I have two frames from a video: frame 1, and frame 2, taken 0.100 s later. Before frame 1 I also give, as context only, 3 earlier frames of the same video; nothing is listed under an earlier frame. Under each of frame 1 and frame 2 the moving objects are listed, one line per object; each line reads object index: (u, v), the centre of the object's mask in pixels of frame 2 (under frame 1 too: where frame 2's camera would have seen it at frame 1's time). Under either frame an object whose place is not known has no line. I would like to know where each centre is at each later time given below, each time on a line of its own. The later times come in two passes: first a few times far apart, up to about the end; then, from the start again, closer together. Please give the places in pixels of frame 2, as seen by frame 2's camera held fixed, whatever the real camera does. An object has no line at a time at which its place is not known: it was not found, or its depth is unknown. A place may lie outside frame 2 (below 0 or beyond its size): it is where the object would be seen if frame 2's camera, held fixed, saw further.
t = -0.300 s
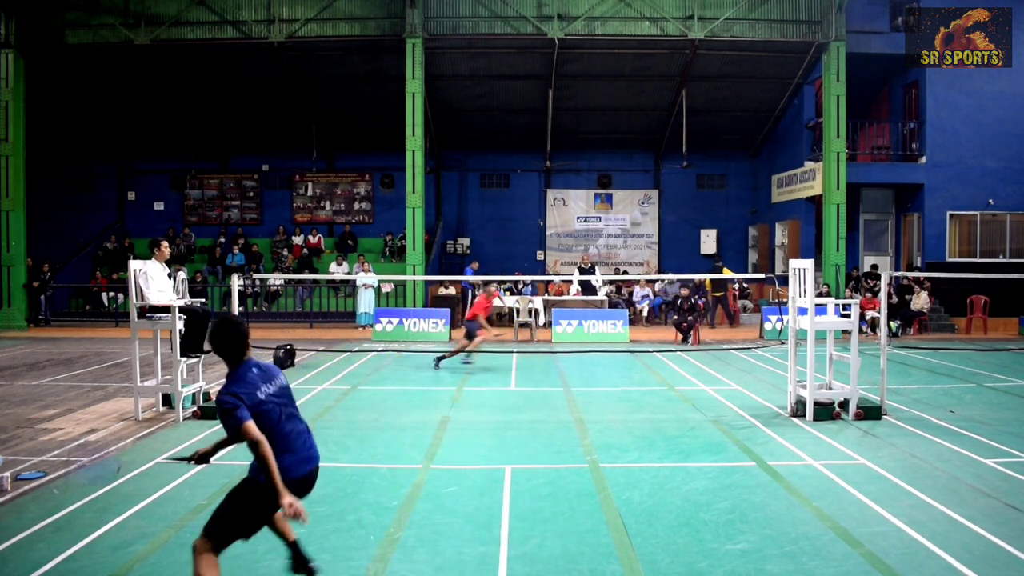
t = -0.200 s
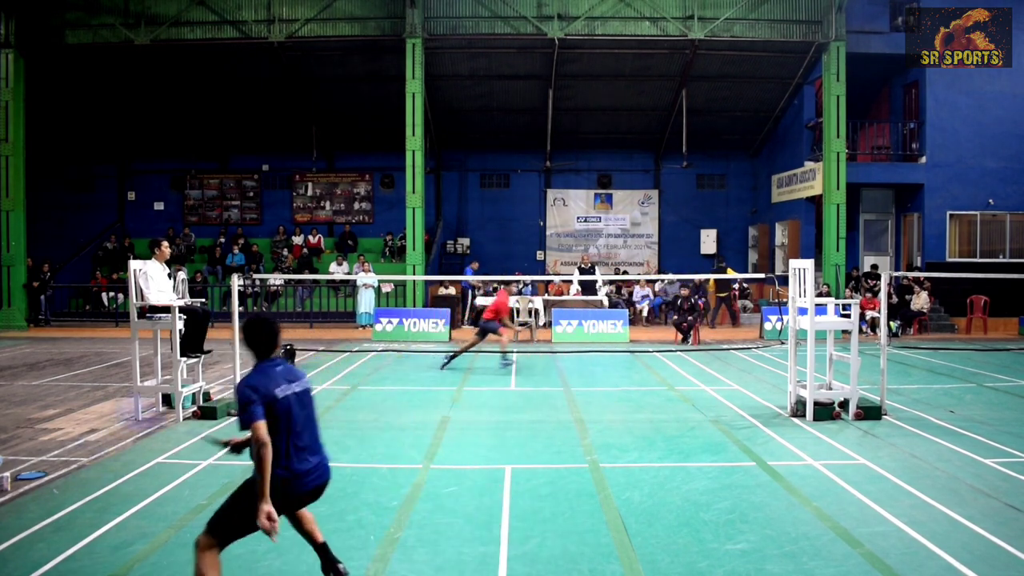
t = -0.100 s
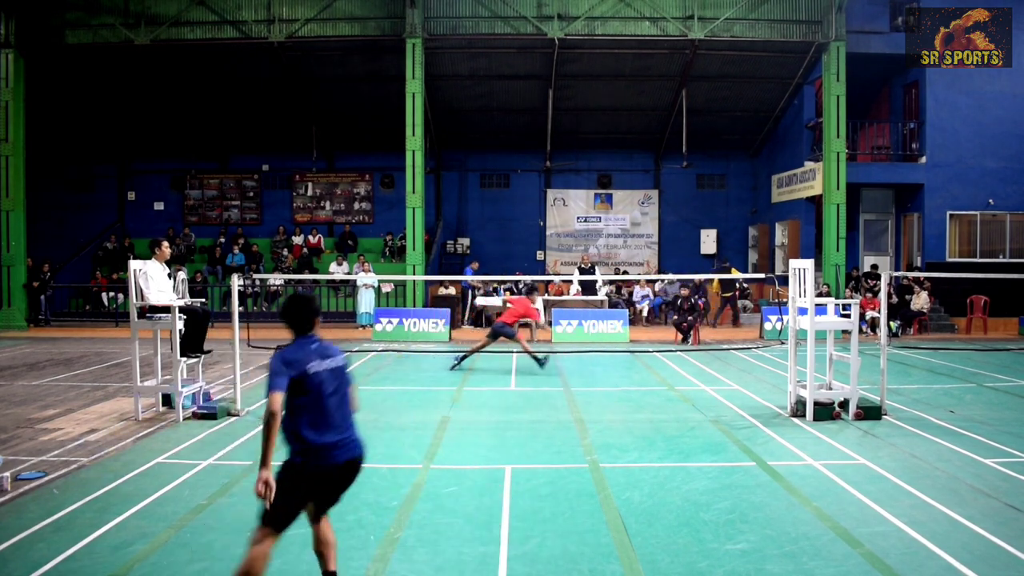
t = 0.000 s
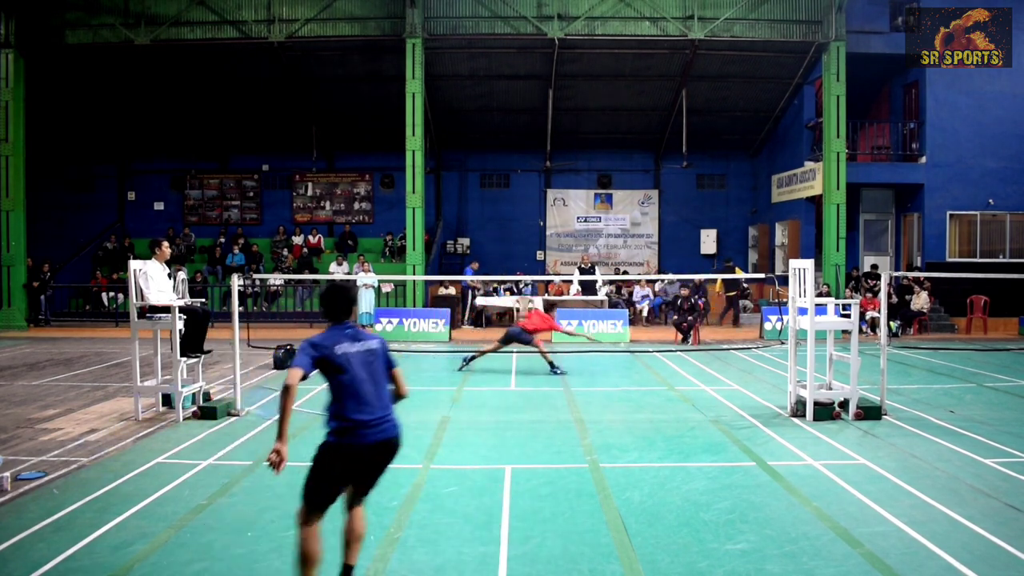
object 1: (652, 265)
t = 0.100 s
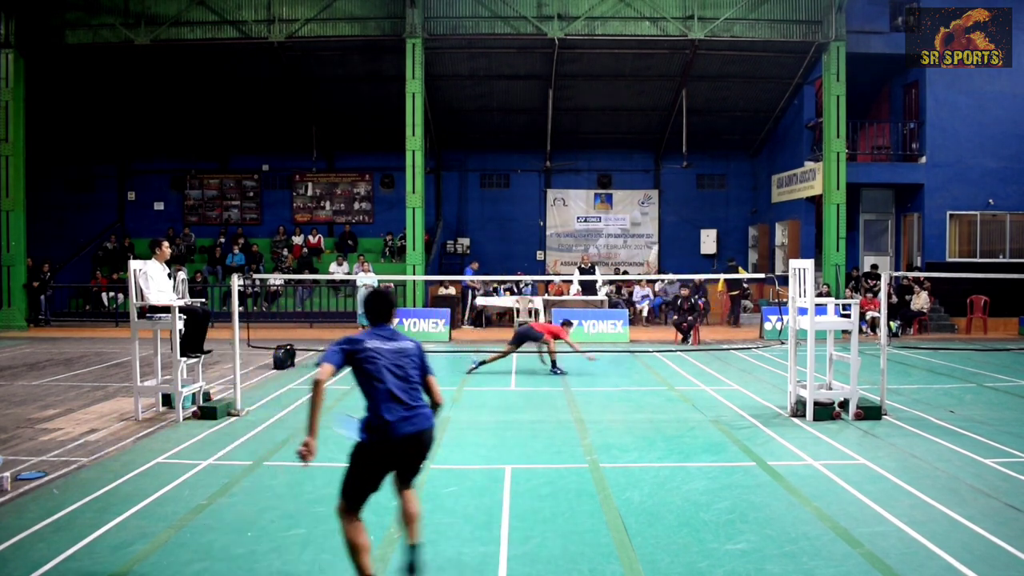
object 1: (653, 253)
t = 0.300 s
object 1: (705, 132)
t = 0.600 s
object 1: (779, 33)
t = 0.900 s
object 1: (860, 56)
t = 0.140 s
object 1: (665, 224)
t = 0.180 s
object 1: (675, 199)
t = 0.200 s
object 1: (680, 187)
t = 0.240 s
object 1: (690, 163)
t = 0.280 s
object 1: (700, 143)
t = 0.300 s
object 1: (705, 132)
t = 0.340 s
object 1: (715, 114)
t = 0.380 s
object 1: (724, 97)
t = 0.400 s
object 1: (729, 89)
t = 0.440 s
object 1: (739, 74)
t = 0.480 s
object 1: (749, 61)
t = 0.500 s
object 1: (753, 55)
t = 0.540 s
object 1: (764, 45)
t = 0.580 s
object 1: (774, 37)
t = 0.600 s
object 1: (779, 33)
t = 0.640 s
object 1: (789, 28)
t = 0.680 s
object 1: (800, 24)
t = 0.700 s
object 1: (805, 23)
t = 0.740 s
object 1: (816, 24)
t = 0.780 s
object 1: (826, 27)
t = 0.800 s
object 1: (831, 30)
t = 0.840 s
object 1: (843, 37)
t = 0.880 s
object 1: (855, 49)
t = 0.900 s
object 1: (860, 56)
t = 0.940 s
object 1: (872, 72)
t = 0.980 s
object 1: (883, 92)
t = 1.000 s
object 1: (889, 104)
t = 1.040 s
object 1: (901, 130)
